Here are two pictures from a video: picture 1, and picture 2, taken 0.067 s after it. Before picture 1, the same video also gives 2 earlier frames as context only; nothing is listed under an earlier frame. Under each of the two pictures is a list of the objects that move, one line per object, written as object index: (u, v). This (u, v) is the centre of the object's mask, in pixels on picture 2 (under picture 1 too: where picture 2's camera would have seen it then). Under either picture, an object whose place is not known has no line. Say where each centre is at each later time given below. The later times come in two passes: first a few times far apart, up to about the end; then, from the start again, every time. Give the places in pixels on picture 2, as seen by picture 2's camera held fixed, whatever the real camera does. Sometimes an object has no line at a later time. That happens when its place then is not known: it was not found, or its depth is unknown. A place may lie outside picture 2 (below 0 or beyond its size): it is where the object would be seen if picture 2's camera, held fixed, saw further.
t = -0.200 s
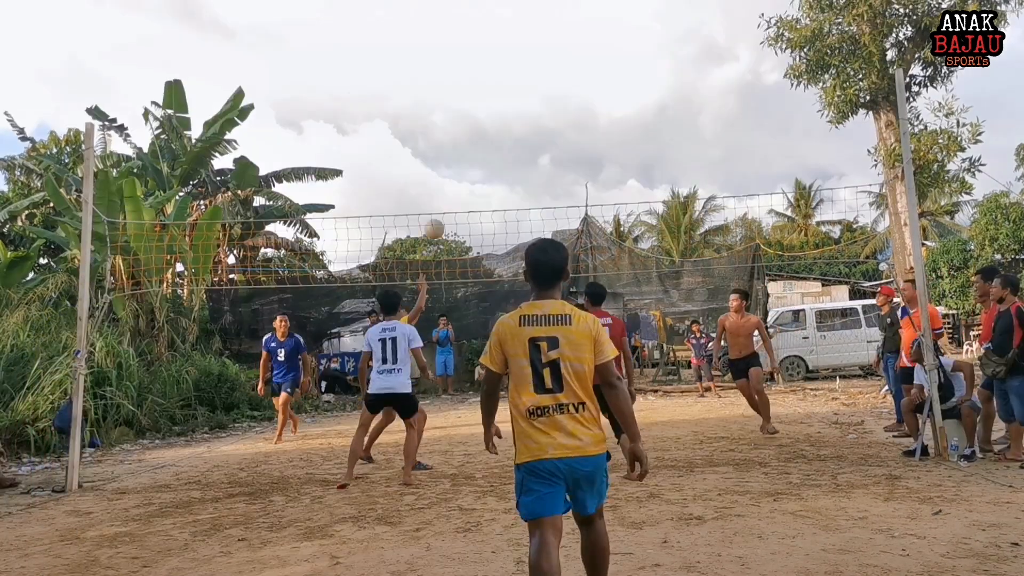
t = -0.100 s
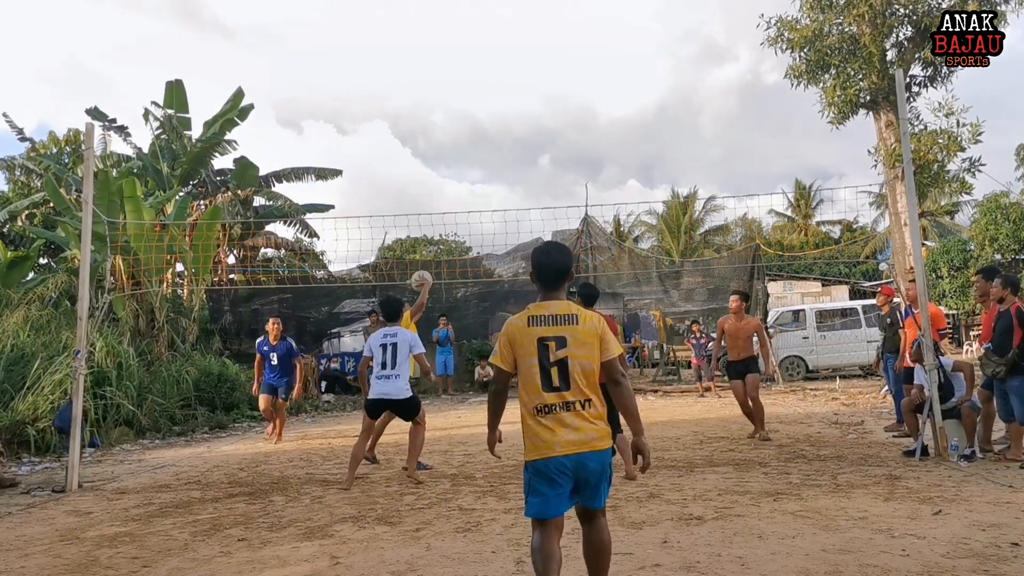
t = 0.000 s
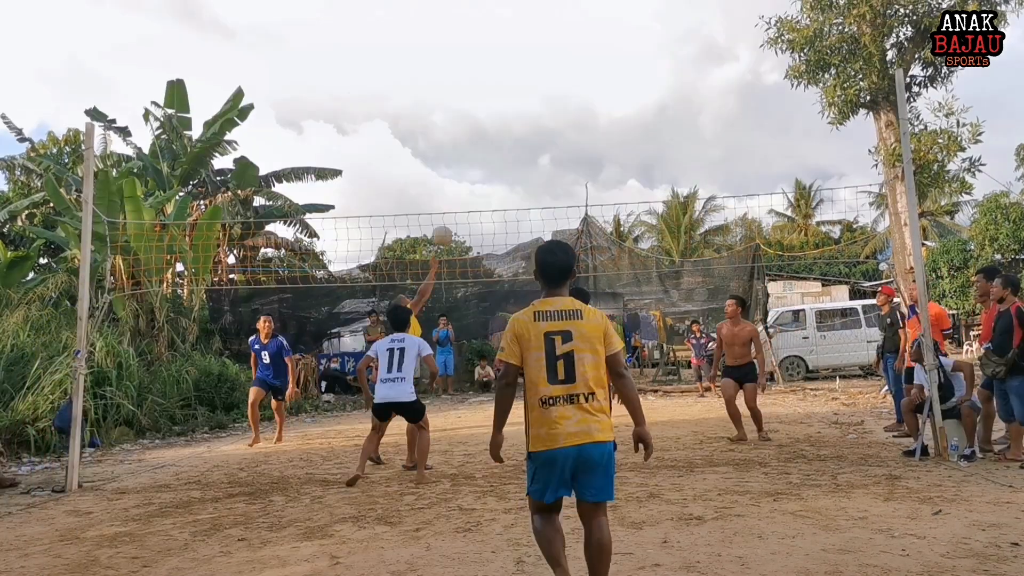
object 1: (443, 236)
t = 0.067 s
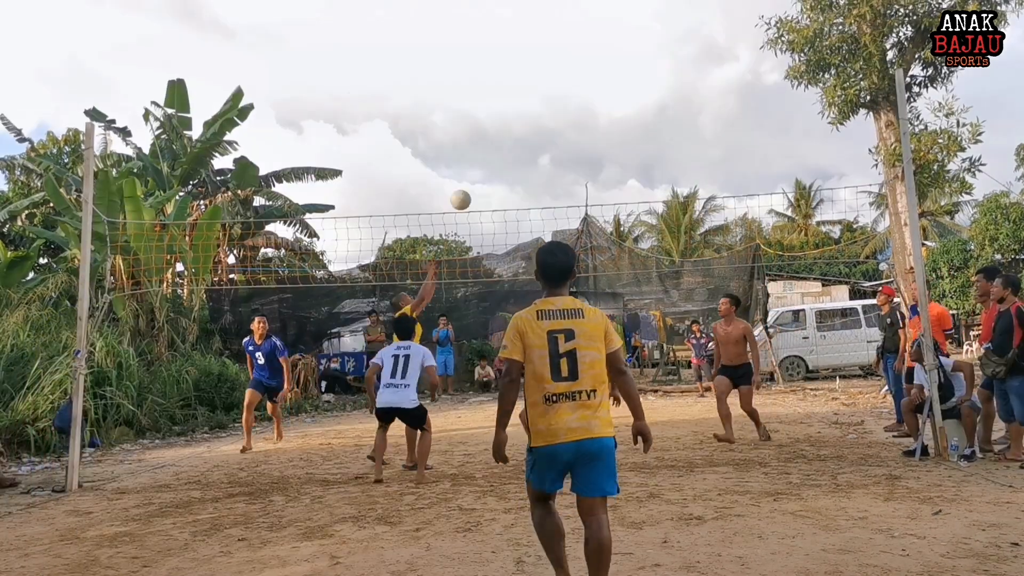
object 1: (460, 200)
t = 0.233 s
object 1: (507, 129)
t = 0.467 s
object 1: (574, 76)
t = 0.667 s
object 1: (633, 73)
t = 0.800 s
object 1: (674, 93)
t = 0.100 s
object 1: (470, 184)
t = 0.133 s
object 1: (479, 169)
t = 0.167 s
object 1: (488, 155)
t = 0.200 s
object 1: (498, 141)
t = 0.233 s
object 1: (507, 129)
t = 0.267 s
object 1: (516, 118)
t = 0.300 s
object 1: (526, 109)
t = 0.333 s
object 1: (536, 100)
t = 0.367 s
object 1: (545, 92)
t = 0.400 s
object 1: (555, 86)
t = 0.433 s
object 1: (564, 81)
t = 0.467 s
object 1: (574, 76)
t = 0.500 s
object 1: (584, 73)
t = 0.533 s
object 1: (593, 71)
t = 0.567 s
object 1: (603, 70)
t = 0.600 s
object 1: (613, 70)
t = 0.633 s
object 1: (623, 71)
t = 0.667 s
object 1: (633, 73)
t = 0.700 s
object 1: (644, 77)
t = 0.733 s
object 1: (654, 81)
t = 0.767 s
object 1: (664, 87)
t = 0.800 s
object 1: (674, 93)
